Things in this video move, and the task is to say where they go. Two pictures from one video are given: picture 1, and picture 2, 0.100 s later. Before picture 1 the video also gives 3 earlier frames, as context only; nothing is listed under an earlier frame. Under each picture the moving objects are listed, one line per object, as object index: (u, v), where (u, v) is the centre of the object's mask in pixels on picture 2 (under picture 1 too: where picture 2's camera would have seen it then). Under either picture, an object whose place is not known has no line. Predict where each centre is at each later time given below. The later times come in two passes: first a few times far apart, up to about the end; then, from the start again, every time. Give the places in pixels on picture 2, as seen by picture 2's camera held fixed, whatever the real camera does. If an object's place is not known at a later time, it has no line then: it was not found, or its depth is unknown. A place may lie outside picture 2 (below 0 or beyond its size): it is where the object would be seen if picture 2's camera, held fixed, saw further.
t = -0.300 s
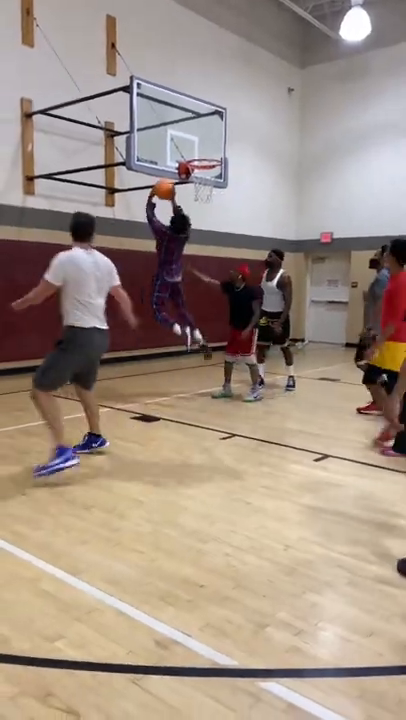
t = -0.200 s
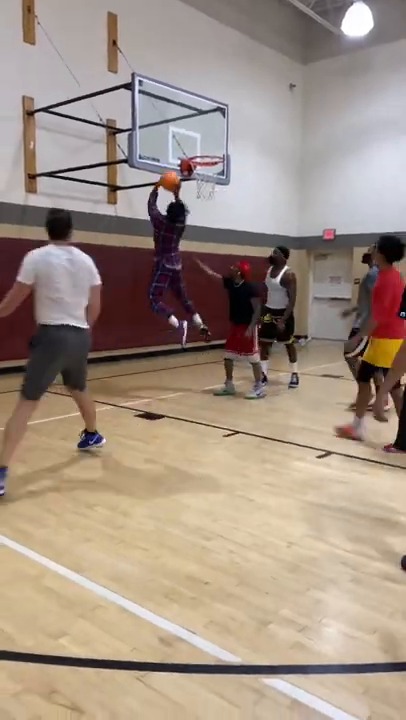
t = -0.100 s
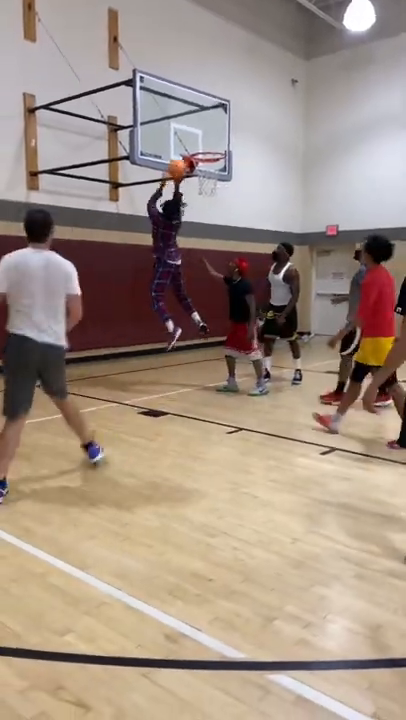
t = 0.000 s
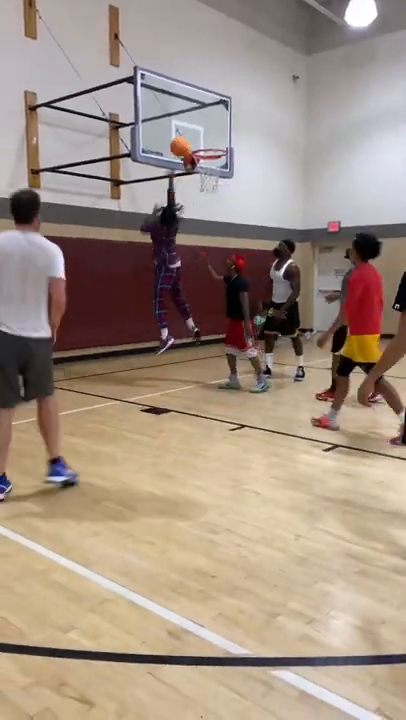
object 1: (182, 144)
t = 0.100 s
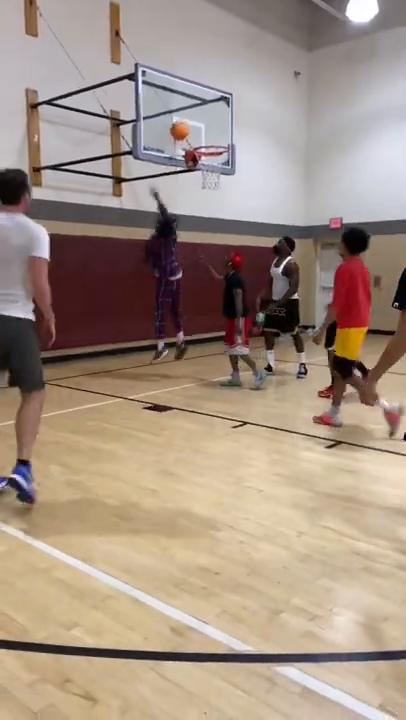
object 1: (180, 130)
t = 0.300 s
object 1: (204, 138)
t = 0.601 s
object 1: (218, 181)
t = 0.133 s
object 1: (181, 129)
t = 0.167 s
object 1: (186, 129)
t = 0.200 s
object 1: (190, 130)
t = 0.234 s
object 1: (194, 131)
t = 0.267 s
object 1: (199, 134)
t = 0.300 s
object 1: (204, 138)
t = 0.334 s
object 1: (208, 142)
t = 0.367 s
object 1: (213, 145)
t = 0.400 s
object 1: (218, 155)
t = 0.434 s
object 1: (219, 160)
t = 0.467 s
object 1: (219, 164)
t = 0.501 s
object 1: (220, 169)
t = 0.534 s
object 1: (220, 172)
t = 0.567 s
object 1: (219, 175)
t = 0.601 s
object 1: (218, 181)
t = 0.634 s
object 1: (218, 186)
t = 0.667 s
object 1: (217, 191)
